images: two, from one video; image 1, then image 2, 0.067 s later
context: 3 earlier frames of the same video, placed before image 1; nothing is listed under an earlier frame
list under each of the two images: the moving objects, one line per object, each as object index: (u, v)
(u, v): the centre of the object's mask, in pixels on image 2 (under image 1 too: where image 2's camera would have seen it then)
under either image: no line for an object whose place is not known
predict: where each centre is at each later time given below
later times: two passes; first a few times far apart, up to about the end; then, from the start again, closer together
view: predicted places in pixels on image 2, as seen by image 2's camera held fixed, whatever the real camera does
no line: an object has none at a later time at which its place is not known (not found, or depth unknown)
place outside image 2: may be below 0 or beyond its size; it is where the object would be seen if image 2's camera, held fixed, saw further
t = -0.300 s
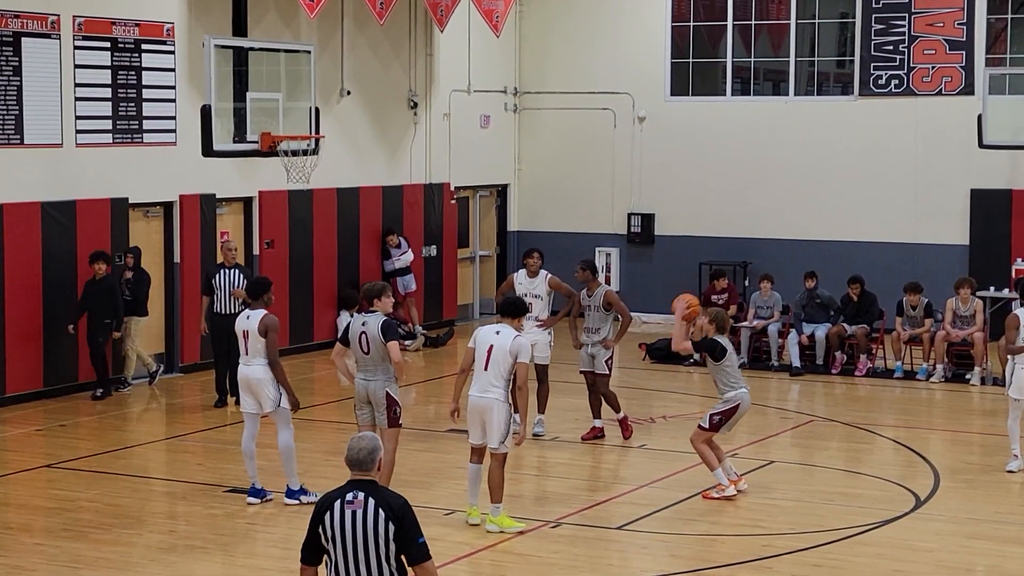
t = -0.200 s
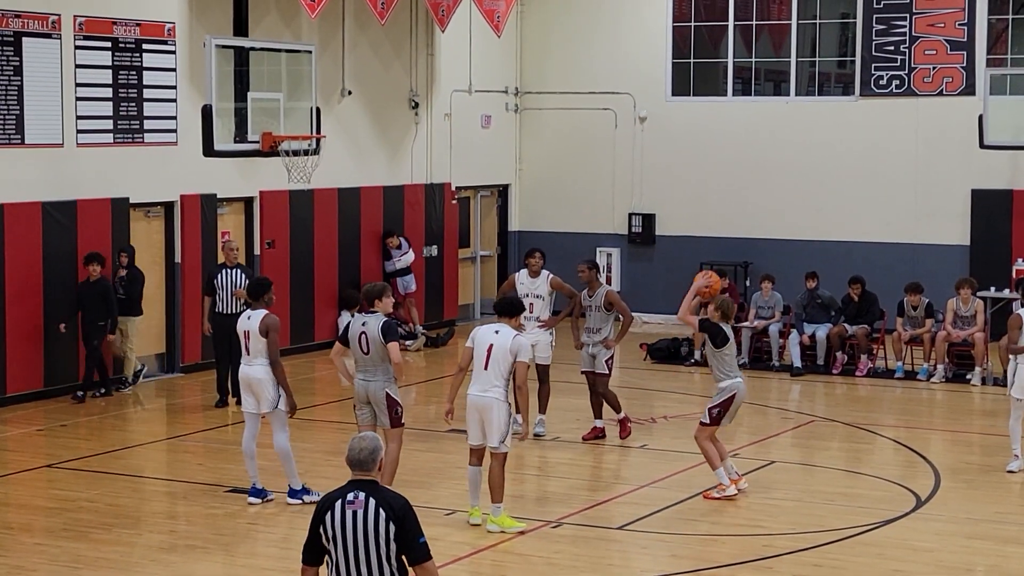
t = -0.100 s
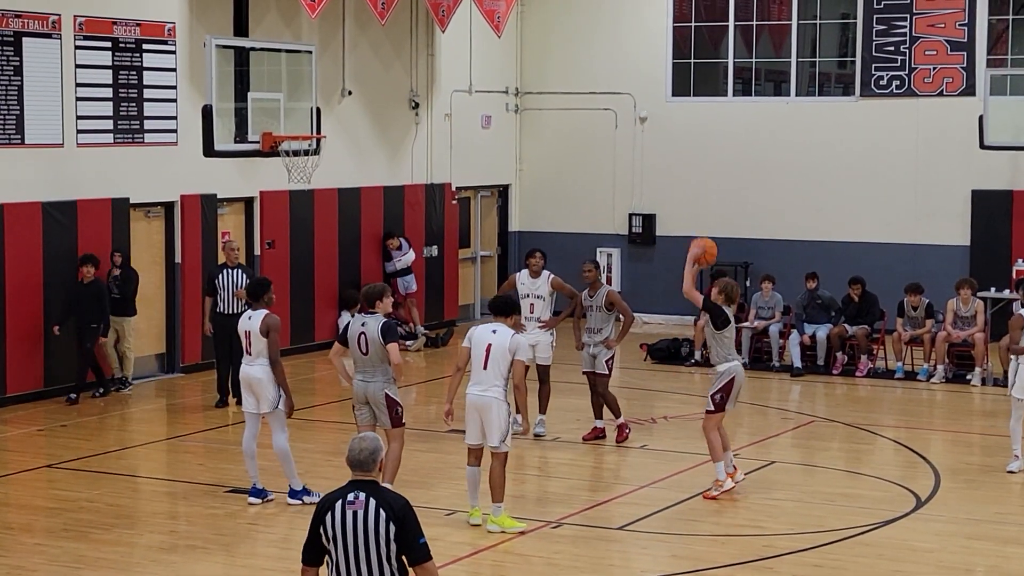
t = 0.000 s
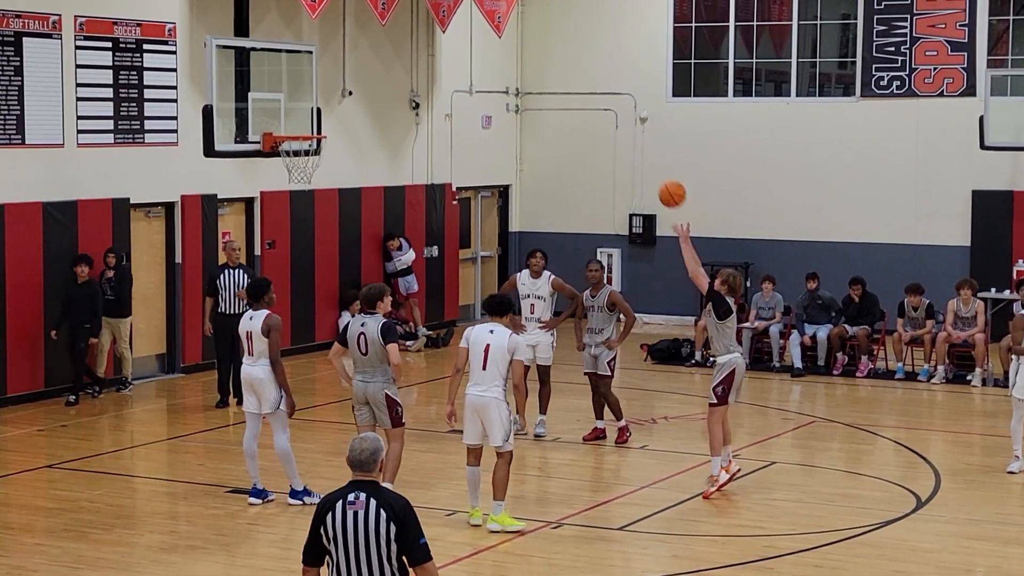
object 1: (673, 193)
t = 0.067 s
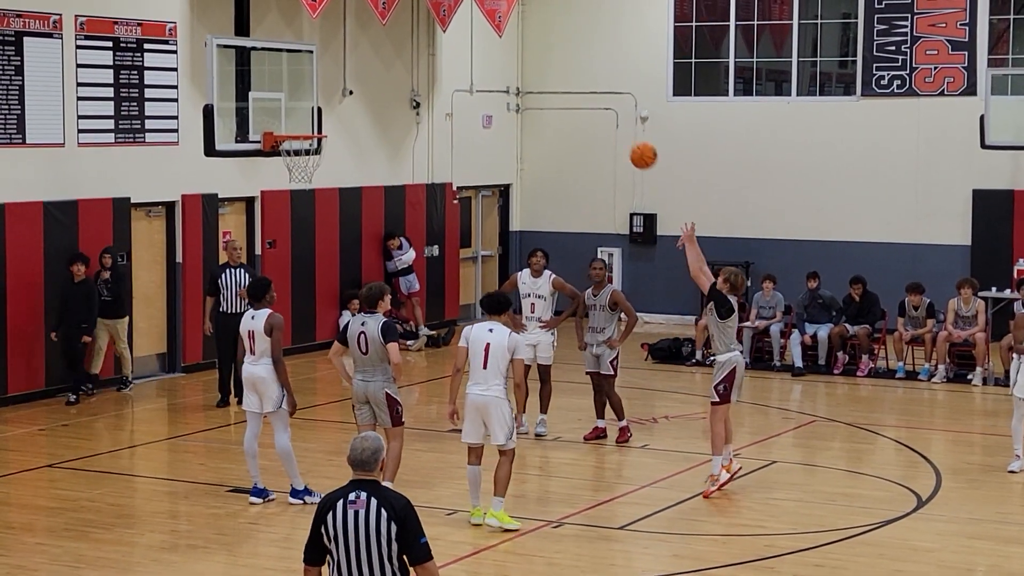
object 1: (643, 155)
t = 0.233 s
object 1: (572, 84)
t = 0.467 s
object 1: (478, 39)
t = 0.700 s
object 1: (388, 53)
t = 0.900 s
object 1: (317, 108)
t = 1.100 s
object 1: (310, 190)
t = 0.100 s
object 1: (629, 138)
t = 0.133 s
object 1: (615, 123)
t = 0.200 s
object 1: (586, 96)
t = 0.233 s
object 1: (572, 84)
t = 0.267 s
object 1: (558, 74)
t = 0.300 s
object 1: (545, 65)
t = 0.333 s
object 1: (531, 58)
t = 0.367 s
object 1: (517, 51)
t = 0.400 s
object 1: (504, 46)
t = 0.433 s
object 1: (491, 42)
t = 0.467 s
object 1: (478, 39)
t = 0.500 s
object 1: (465, 38)
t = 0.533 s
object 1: (452, 37)
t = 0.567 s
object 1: (439, 38)
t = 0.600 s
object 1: (426, 40)
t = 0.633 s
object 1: (414, 43)
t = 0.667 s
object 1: (401, 47)
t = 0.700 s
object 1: (388, 53)
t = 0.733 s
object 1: (376, 59)
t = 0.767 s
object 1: (364, 67)
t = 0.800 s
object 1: (352, 76)
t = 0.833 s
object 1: (341, 85)
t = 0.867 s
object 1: (329, 96)
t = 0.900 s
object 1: (317, 108)
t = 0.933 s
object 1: (307, 118)
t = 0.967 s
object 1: (295, 128)
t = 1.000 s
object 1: (294, 147)
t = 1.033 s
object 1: (299, 159)
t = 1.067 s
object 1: (305, 175)
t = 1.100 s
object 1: (310, 190)
